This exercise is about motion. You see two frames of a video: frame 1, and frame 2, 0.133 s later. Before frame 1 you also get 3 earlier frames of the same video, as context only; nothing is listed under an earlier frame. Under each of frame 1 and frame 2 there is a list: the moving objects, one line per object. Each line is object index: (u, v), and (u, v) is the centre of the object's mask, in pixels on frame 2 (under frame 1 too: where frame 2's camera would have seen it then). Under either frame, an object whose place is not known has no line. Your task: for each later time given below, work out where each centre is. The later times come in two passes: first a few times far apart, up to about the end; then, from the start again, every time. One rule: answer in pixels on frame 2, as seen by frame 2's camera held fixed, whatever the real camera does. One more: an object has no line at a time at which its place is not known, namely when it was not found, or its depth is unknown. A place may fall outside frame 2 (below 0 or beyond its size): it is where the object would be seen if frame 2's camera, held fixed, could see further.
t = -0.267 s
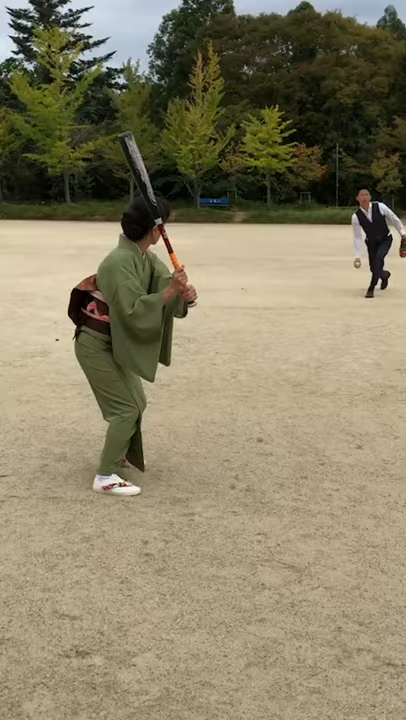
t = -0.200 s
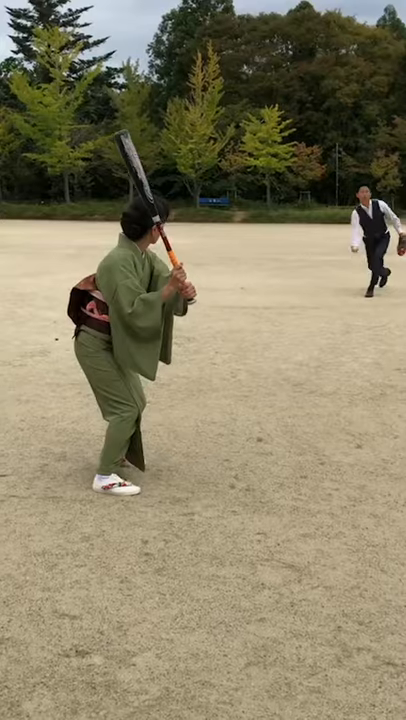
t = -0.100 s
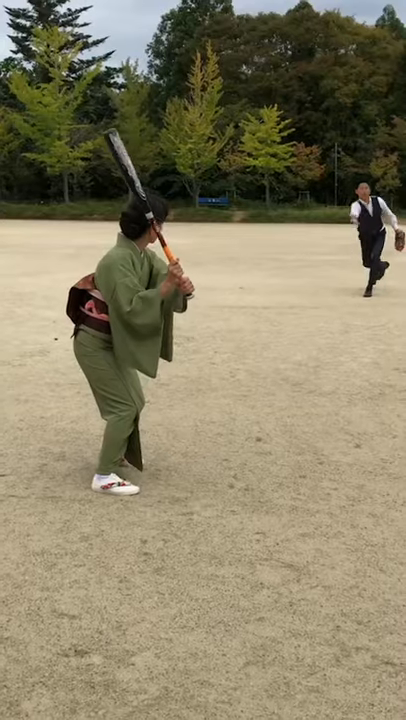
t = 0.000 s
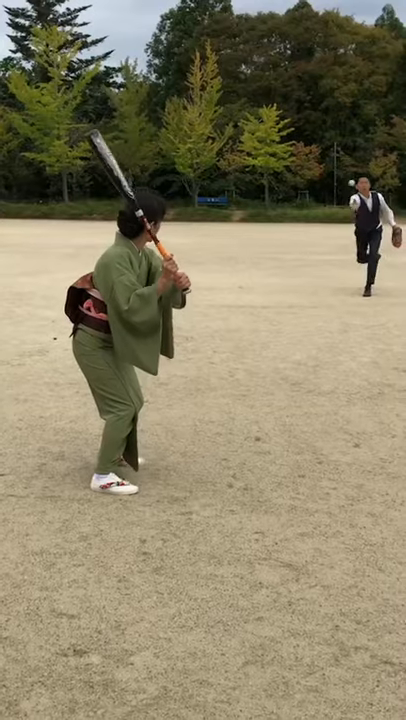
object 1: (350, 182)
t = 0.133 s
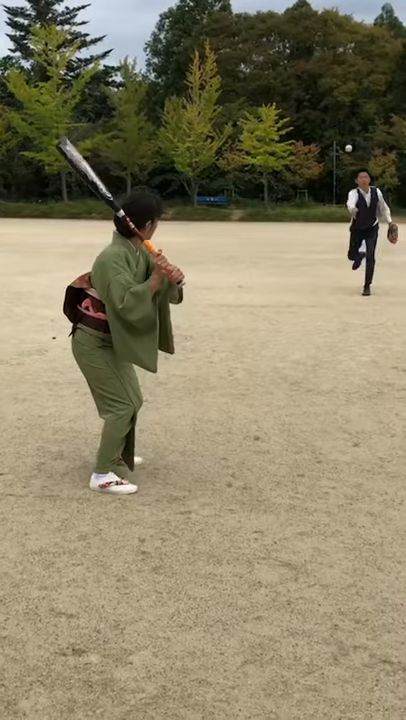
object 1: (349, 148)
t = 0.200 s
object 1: (347, 135)
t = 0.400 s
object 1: (340, 121)
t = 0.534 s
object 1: (331, 140)
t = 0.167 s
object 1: (348, 141)
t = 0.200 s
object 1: (347, 135)
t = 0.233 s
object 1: (346, 130)
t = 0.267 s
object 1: (345, 126)
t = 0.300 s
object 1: (344, 123)
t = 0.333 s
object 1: (343, 121)
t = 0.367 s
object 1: (341, 120)
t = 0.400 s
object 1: (340, 121)
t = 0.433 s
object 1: (338, 123)
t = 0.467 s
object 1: (336, 127)
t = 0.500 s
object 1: (334, 133)
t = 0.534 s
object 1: (331, 140)
